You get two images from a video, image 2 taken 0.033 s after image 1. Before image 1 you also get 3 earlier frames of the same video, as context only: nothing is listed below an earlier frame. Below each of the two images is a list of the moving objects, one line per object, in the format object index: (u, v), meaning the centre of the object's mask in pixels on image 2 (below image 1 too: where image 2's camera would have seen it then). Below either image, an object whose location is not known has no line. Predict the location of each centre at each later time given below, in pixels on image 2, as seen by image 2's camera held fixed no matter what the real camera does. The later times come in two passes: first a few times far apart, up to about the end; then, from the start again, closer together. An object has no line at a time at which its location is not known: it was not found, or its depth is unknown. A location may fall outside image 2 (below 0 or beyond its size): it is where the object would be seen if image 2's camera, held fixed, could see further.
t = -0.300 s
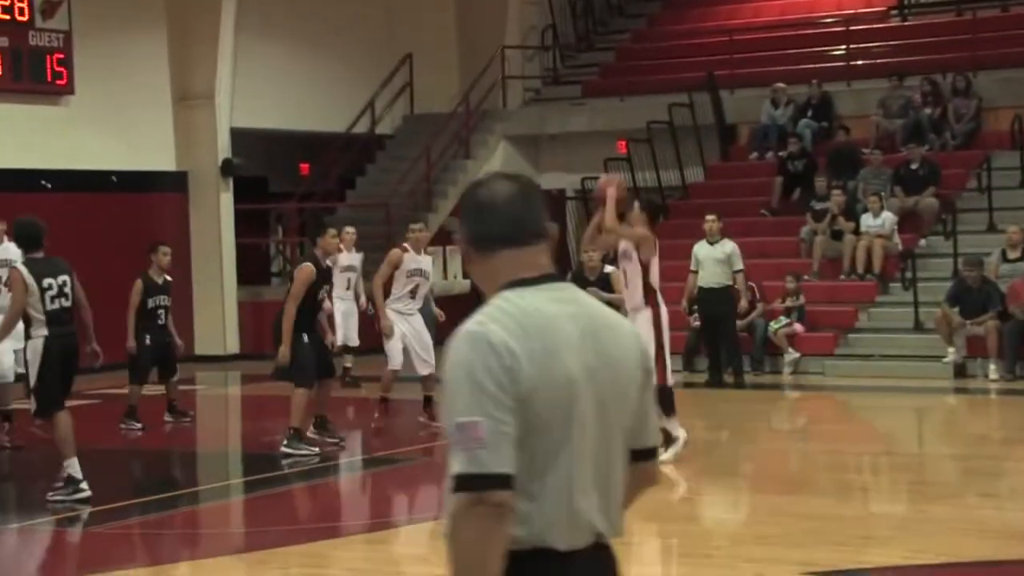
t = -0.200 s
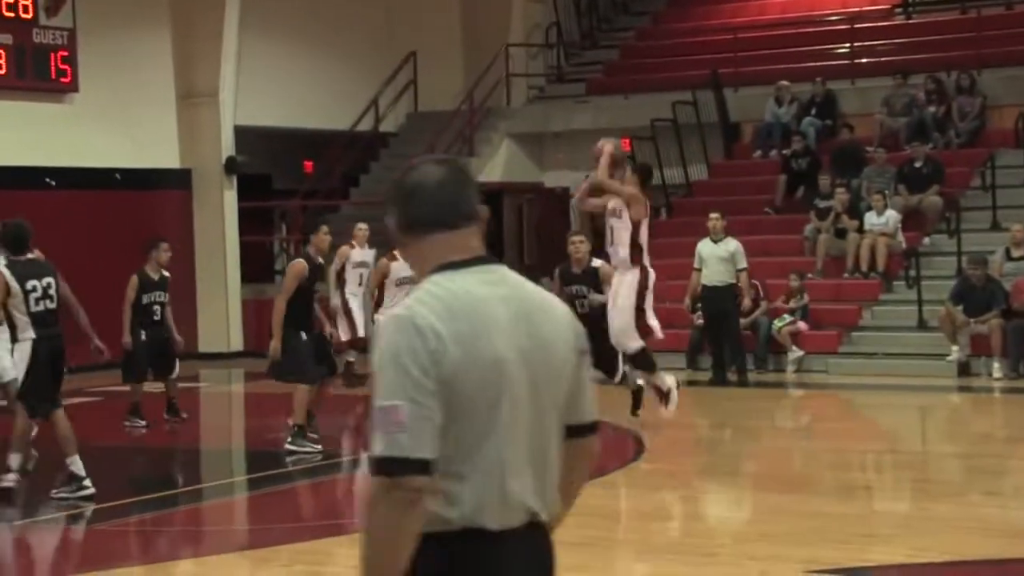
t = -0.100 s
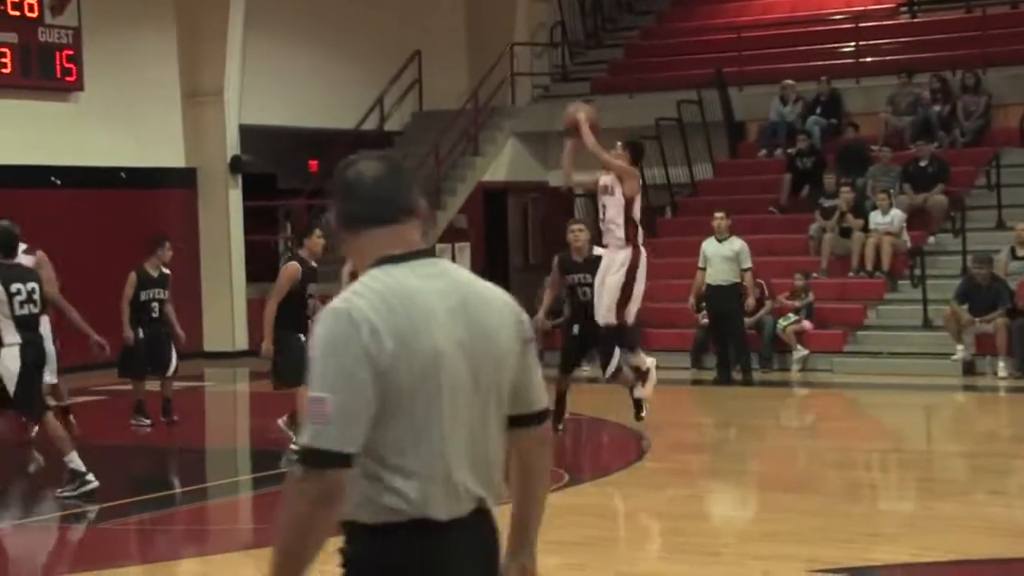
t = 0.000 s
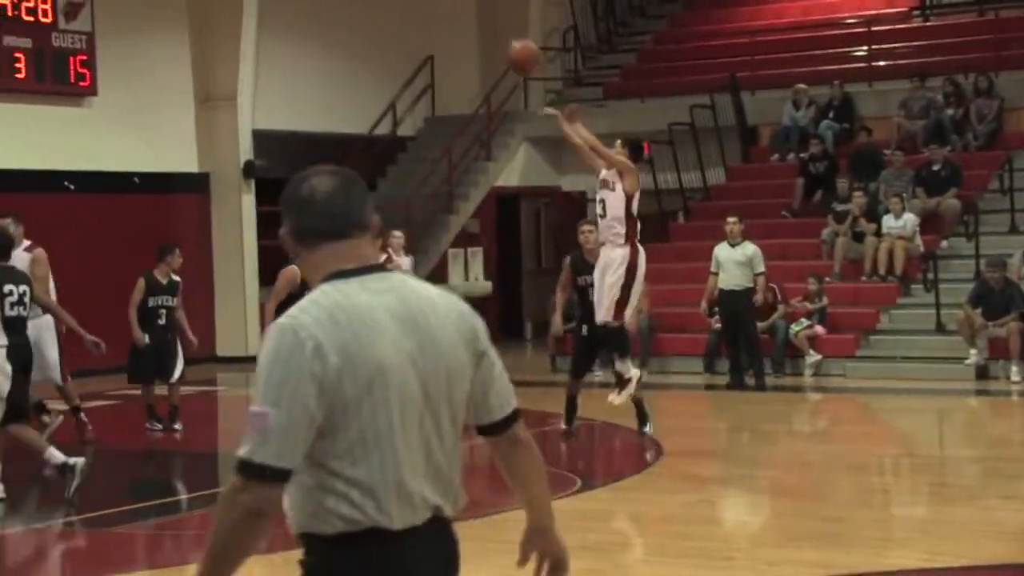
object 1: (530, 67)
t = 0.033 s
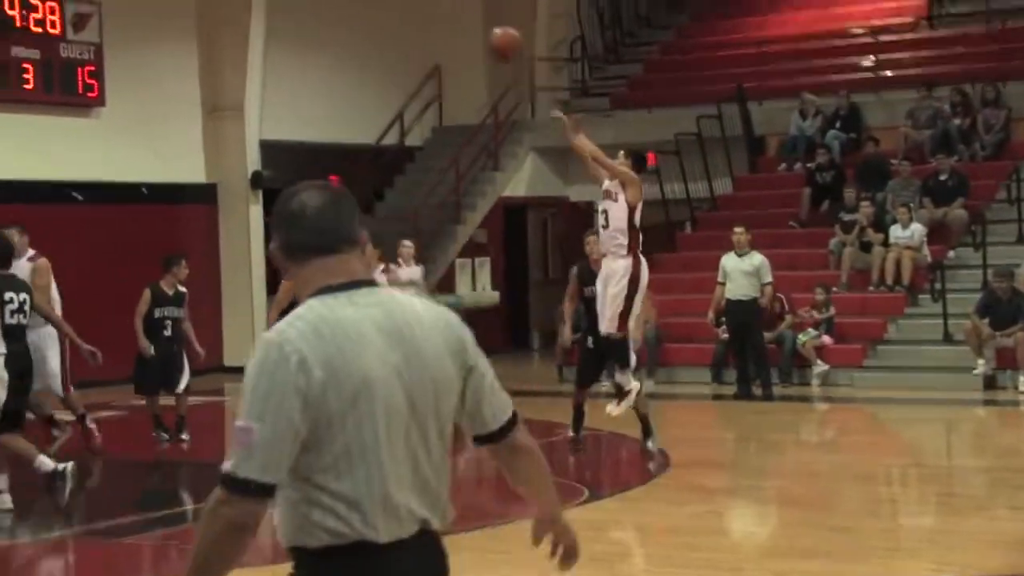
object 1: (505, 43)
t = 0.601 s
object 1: (93, -106)
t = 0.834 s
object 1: (-67, -34)
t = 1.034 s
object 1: (-196, 82)
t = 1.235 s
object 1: (-197, 166)
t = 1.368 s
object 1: (-192, 248)
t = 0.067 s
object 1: (480, 22)
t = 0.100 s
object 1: (456, 2)
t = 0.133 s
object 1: (432, -16)
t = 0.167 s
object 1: (408, -33)
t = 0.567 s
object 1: (116, -109)
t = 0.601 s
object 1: (93, -106)
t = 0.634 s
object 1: (70, -100)
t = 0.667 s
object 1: (48, -94)
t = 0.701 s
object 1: (24, -85)
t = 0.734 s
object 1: (2, -75)
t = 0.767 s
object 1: (-22, -63)
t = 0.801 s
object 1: (-45, -50)
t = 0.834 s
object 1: (-67, -34)
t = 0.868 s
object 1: (-89, -18)
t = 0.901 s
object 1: (-113, 0)
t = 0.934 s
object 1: (-135, 18)
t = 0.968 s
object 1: (-156, 40)
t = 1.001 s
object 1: (-180, 60)
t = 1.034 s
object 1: (-196, 82)
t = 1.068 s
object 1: (-198, 98)
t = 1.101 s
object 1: (-198, 109)
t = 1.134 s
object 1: (-199, 122)
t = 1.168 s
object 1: (-199, 134)
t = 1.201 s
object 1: (-198, 149)
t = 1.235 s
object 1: (-197, 166)
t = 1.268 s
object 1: (-197, 184)
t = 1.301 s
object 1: (-196, 204)
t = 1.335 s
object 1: (-194, 226)
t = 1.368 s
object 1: (-192, 248)
